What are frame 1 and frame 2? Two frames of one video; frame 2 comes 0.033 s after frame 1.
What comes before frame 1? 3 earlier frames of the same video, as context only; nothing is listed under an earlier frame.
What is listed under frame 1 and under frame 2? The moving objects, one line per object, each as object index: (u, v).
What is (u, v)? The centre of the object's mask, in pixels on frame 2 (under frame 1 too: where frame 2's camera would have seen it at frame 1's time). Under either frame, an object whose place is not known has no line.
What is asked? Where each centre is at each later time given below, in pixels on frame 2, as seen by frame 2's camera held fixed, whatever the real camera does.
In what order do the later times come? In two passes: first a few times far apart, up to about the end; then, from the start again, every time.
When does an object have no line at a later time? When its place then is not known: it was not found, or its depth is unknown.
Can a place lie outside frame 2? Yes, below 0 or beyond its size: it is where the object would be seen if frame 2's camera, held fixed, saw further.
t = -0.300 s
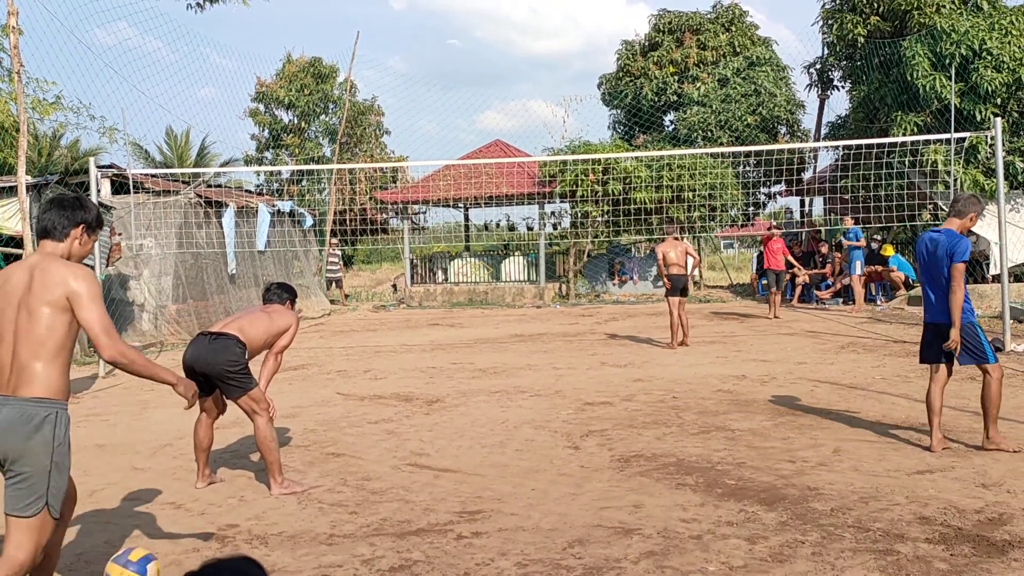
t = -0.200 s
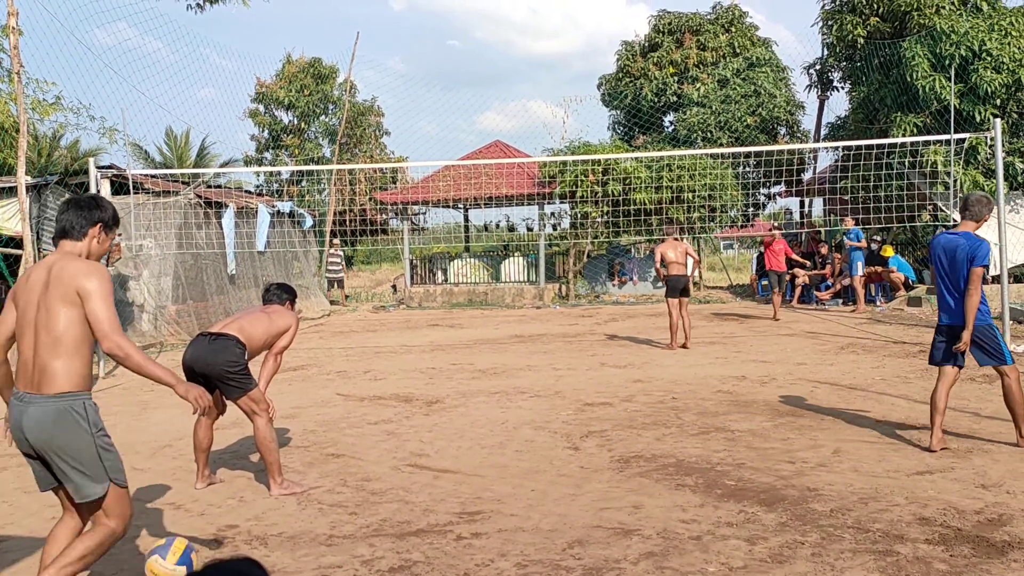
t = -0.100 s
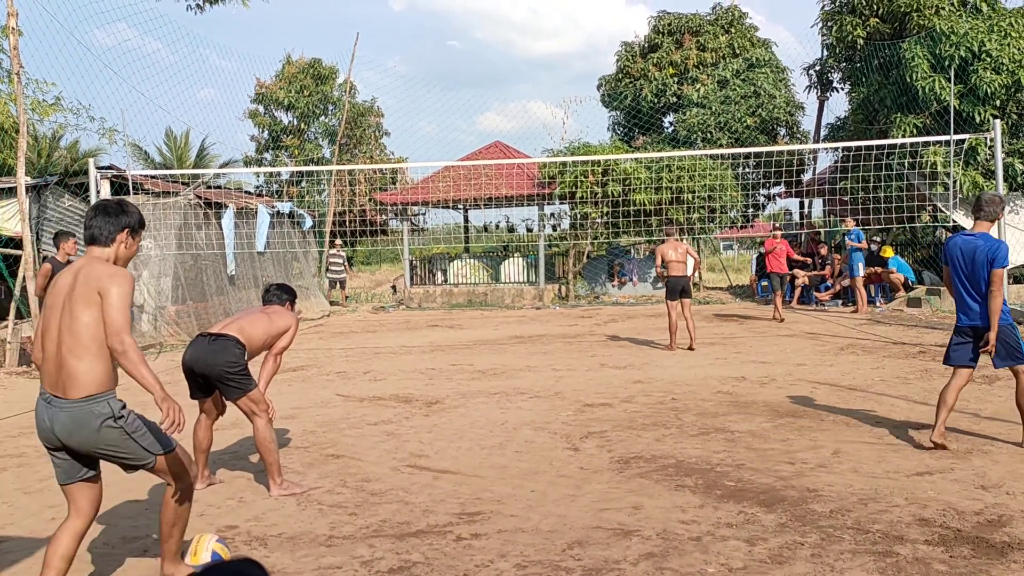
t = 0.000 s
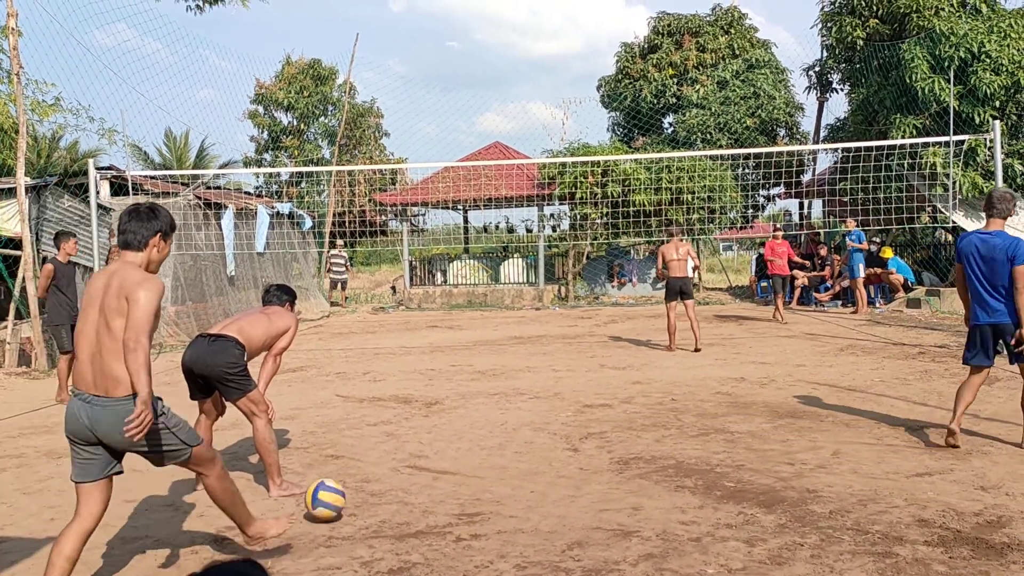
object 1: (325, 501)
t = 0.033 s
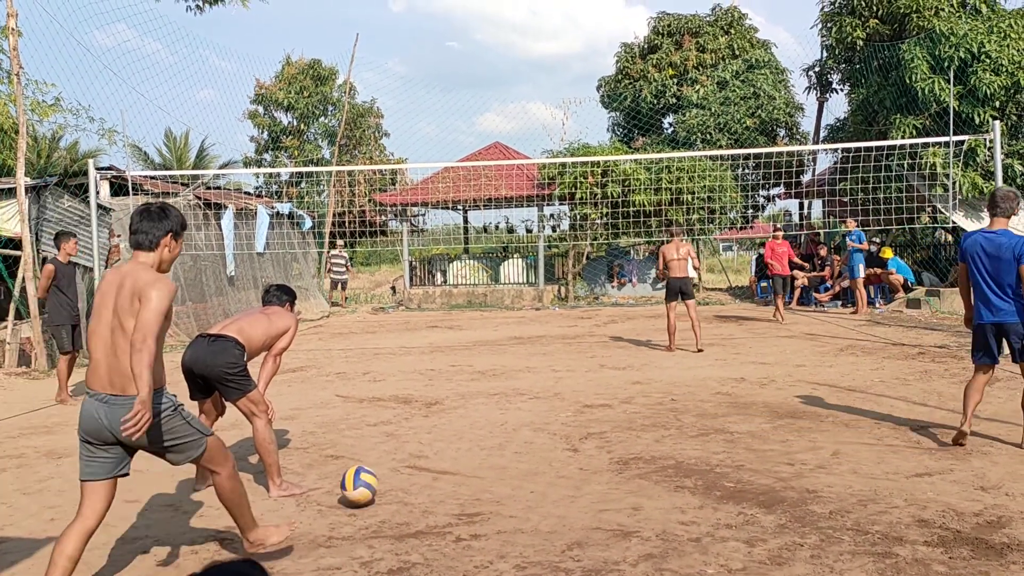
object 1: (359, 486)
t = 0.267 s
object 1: (499, 413)
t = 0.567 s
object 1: (577, 371)
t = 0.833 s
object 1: (615, 352)
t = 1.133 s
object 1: (648, 338)
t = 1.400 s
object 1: (671, 335)
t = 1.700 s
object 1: (690, 325)
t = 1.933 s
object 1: (700, 322)
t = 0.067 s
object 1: (389, 474)
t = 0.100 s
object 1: (414, 461)
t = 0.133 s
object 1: (434, 446)
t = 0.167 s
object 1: (452, 434)
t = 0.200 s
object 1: (469, 425)
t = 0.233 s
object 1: (485, 418)
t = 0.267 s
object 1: (499, 413)
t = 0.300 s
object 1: (512, 411)
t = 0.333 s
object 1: (524, 406)
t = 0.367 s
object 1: (533, 397)
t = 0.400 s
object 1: (541, 388)
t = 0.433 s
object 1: (549, 382)
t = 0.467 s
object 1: (556, 377)
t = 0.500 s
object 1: (563, 374)
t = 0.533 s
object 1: (570, 372)
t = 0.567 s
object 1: (577, 371)
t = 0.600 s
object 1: (582, 373)
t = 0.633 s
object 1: (588, 374)
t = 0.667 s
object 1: (593, 376)
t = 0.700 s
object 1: (598, 369)
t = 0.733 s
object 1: (603, 363)
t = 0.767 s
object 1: (607, 358)
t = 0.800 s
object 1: (611, 355)
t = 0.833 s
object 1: (615, 352)
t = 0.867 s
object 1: (619, 351)
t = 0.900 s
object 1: (623, 351)
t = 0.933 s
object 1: (626, 352)
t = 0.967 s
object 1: (630, 354)
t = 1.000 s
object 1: (633, 355)
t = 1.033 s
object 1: (637, 350)
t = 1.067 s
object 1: (641, 344)
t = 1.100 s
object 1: (645, 340)
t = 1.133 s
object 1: (648, 338)
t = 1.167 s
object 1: (651, 336)
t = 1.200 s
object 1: (654, 334)
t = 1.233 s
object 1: (657, 334)
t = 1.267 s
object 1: (660, 335)
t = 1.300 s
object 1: (664, 337)
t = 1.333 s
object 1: (667, 339)
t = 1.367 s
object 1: (669, 339)
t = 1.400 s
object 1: (671, 335)
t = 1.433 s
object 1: (674, 332)
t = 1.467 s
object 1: (676, 330)
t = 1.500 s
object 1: (678, 329)
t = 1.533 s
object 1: (680, 329)
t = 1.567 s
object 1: (683, 329)
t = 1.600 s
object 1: (684, 331)
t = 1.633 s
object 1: (686, 331)
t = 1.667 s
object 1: (688, 328)
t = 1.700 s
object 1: (690, 325)
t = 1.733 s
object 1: (691, 323)
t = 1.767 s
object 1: (693, 322)
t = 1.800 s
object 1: (694, 321)
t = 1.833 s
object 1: (696, 321)
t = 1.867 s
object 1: (697, 323)
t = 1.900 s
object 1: (699, 323)
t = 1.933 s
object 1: (700, 322)
